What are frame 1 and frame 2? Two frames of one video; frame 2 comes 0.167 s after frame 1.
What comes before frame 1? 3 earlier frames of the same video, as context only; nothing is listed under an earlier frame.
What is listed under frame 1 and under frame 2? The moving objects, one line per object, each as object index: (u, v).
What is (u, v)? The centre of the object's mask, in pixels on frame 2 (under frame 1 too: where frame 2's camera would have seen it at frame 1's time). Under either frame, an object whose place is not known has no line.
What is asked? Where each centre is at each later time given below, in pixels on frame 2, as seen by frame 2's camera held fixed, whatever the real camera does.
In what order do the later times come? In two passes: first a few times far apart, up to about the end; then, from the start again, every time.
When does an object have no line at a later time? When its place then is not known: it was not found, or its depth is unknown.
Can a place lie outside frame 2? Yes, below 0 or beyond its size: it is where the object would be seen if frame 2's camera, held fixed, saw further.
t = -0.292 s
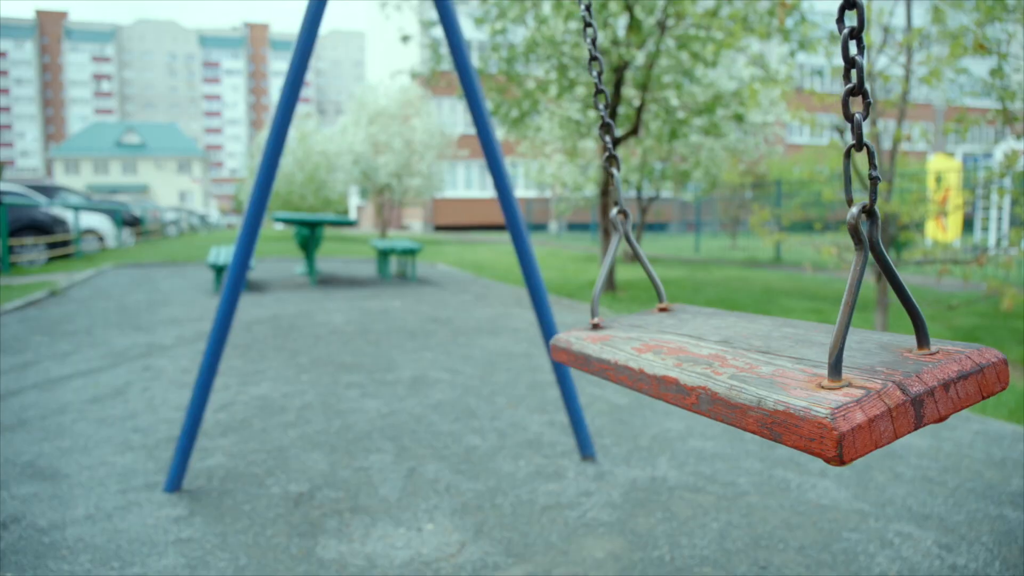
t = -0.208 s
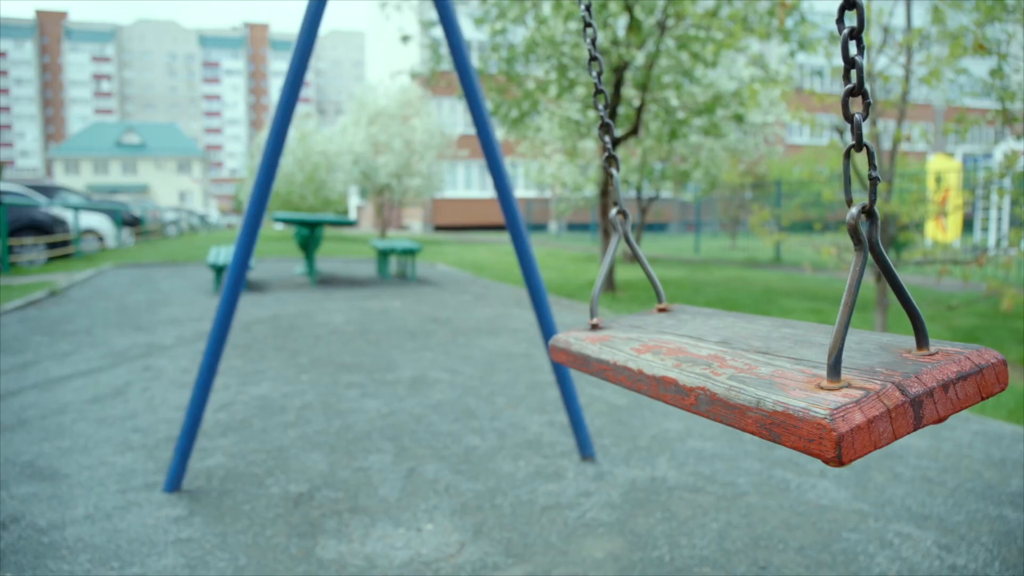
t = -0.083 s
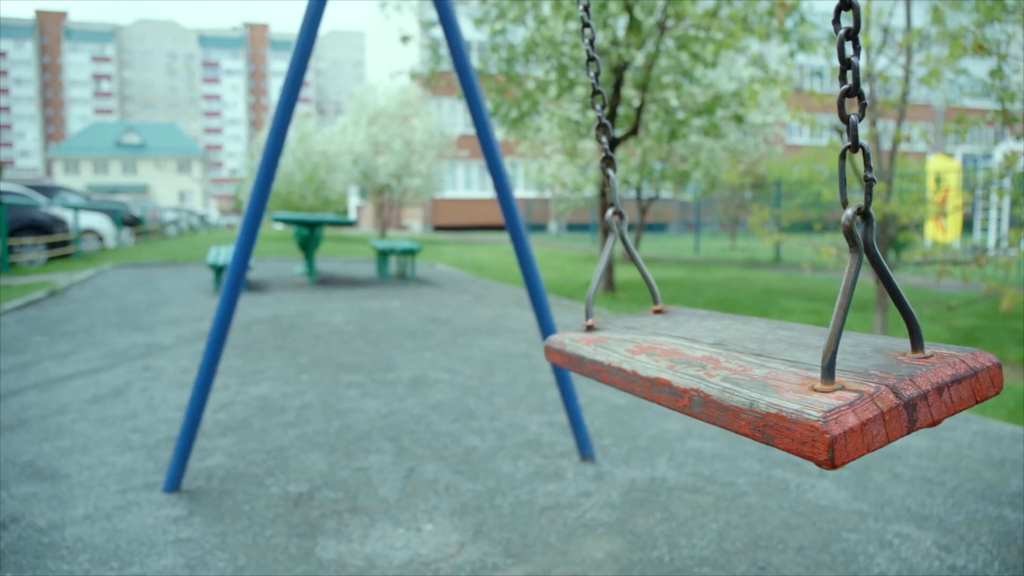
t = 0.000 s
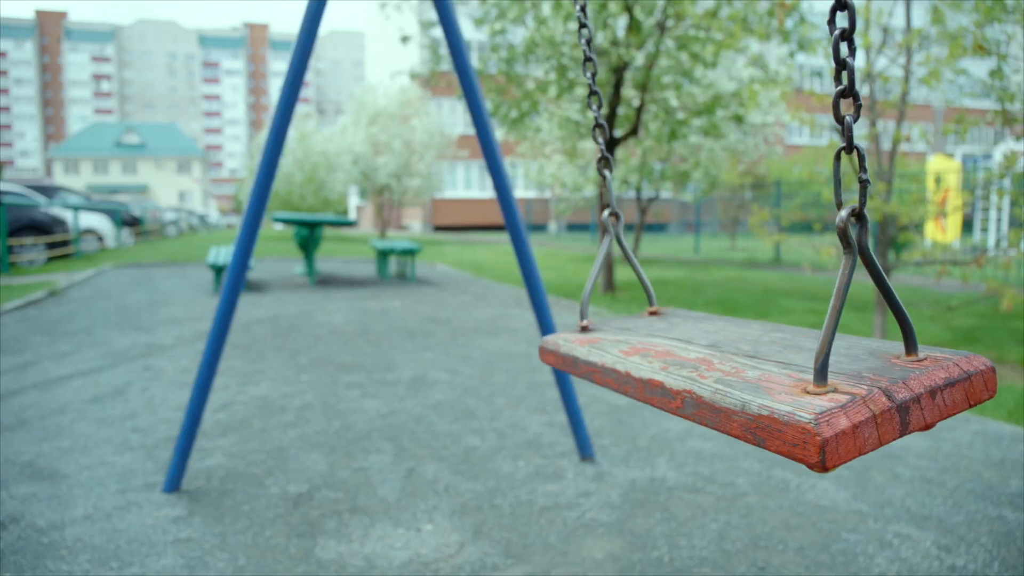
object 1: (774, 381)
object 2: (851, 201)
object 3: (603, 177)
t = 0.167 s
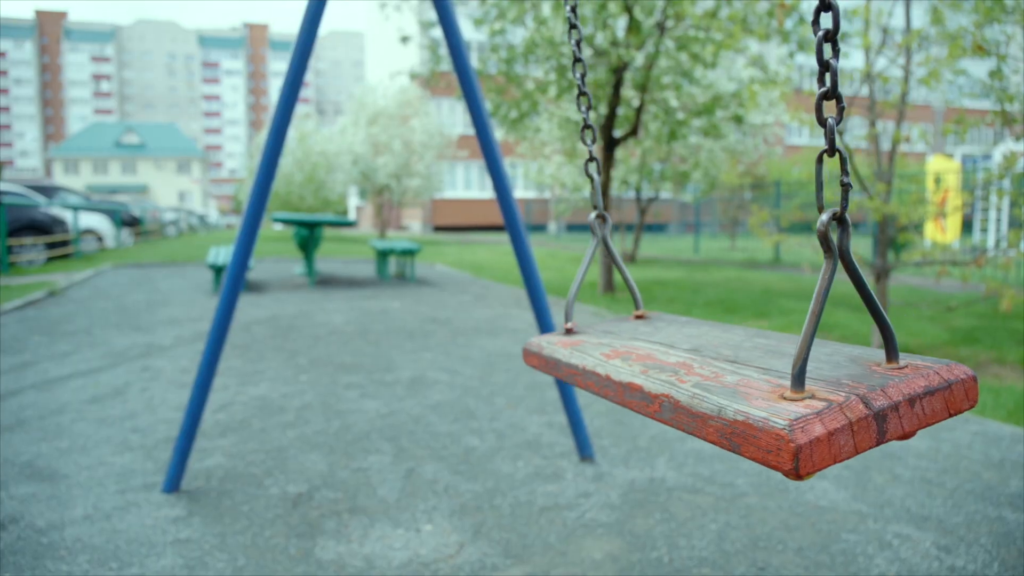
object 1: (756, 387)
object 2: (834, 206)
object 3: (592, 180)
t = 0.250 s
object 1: (744, 390)
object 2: (821, 207)
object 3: (583, 180)
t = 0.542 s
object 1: (689, 402)
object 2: (764, 215)
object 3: (544, 184)
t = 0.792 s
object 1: (626, 415)
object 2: (699, 223)
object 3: (503, 190)
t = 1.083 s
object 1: (548, 425)
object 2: (611, 233)
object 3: (450, 187)
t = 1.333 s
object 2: (539, 230)
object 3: (409, 190)
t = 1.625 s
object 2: (480, 230)
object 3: (370, 189)
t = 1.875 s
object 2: (453, 239)
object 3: (353, 188)
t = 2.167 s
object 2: (457, 234)
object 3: (356, 188)
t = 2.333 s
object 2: (480, 229)
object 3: (369, 189)
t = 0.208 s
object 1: (750, 388)
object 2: (828, 206)
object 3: (588, 180)
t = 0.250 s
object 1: (744, 390)
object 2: (821, 207)
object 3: (583, 180)
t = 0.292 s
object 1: (737, 392)
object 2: (814, 209)
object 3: (578, 182)
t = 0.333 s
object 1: (730, 394)
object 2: (806, 209)
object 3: (573, 183)
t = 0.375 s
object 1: (723, 396)
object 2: (798, 211)
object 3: (568, 183)
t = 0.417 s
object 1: (715, 398)
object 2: (790, 211)
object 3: (562, 183)
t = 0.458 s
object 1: (707, 400)
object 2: (782, 213)
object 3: (557, 184)
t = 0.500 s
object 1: (698, 401)
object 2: (773, 214)
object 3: (551, 185)
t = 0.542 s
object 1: (689, 402)
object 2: (764, 215)
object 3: (544, 184)
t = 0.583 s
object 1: (680, 403)
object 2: (754, 215)
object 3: (537, 185)
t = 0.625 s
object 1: (671, 405)
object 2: (744, 217)
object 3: (531, 185)
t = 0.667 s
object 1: (659, 410)
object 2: (733, 219)
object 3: (524, 186)
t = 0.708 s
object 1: (648, 413)
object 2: (722, 220)
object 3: (517, 186)
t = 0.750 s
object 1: (637, 415)
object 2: (710, 222)
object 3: (510, 189)
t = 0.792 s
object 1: (626, 415)
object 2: (699, 223)
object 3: (503, 190)
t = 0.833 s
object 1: (614, 415)
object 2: (687, 225)
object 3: (494, 188)
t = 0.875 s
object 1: (600, 416)
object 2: (674, 226)
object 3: (487, 187)
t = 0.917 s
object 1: (586, 417)
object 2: (662, 225)
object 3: (479, 188)
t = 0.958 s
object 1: (581, 432)
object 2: (649, 229)
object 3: (472, 188)
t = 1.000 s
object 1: (569, 432)
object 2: (637, 230)
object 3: (464, 187)
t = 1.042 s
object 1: (559, 433)
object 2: (624, 230)
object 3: (457, 187)
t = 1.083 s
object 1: (548, 425)
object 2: (611, 233)
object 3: (450, 187)
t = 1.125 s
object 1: (536, 428)
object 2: (599, 232)
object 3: (443, 187)
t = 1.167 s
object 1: (522, 431)
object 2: (587, 232)
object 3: (436, 187)
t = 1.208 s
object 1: (511, 432)
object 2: (575, 233)
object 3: (429, 188)
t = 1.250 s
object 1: (499, 432)
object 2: (562, 231)
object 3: (423, 189)
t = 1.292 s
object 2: (551, 231)
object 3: (416, 190)
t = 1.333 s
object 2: (539, 230)
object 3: (409, 190)
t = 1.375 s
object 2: (531, 229)
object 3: (403, 190)
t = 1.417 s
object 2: (520, 229)
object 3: (397, 189)
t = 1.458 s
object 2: (510, 228)
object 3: (391, 188)
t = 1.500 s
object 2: (503, 229)
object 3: (385, 189)
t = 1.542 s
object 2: (495, 230)
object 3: (379, 190)
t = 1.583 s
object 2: (488, 231)
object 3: (375, 190)
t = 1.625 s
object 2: (480, 230)
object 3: (370, 189)
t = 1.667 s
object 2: (475, 233)
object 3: (366, 190)
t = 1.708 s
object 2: (468, 230)
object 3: (363, 189)
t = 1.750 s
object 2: (464, 231)
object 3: (360, 189)
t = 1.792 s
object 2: (460, 232)
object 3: (357, 189)
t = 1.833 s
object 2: (455, 239)
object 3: (355, 189)
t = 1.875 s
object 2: (453, 239)
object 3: (353, 188)
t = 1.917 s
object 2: (452, 235)
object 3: (352, 188)
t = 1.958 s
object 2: (450, 239)
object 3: (352, 188)
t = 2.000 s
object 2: (450, 238)
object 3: (352, 188)
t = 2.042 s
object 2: (449, 239)
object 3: (352, 188)
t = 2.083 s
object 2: (452, 232)
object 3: (353, 188)
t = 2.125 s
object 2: (454, 238)
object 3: (354, 188)
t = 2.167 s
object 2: (457, 234)
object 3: (356, 188)
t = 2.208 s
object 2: (462, 231)
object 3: (359, 188)
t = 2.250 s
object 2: (467, 232)
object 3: (362, 189)
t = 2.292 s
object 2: (473, 229)
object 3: (365, 189)
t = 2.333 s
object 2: (480, 229)
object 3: (369, 189)
